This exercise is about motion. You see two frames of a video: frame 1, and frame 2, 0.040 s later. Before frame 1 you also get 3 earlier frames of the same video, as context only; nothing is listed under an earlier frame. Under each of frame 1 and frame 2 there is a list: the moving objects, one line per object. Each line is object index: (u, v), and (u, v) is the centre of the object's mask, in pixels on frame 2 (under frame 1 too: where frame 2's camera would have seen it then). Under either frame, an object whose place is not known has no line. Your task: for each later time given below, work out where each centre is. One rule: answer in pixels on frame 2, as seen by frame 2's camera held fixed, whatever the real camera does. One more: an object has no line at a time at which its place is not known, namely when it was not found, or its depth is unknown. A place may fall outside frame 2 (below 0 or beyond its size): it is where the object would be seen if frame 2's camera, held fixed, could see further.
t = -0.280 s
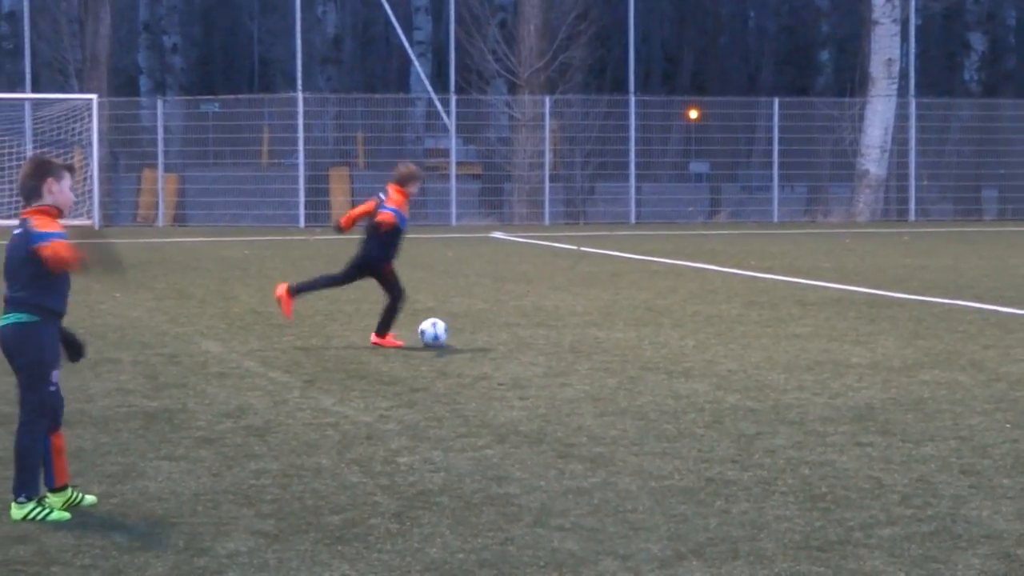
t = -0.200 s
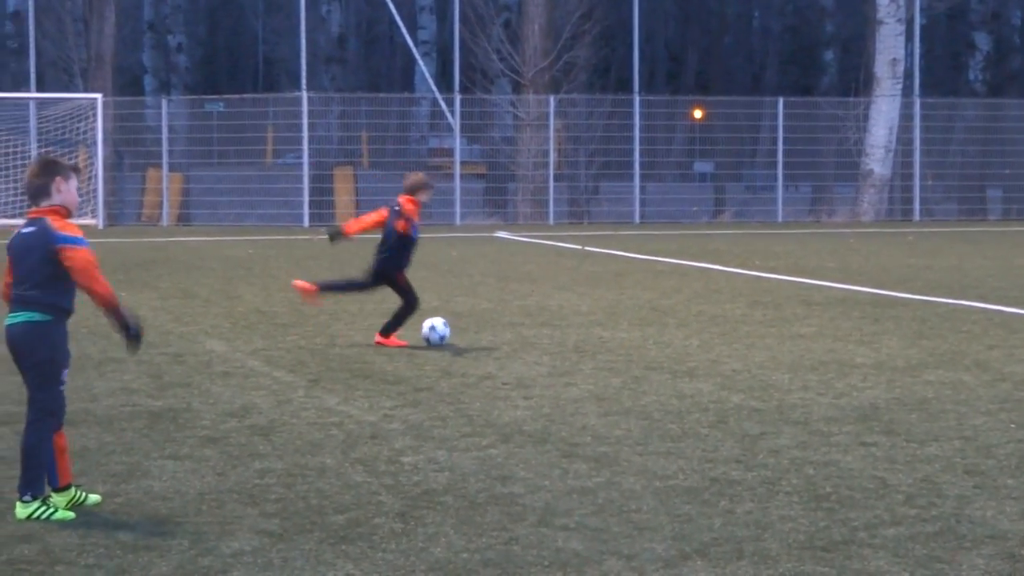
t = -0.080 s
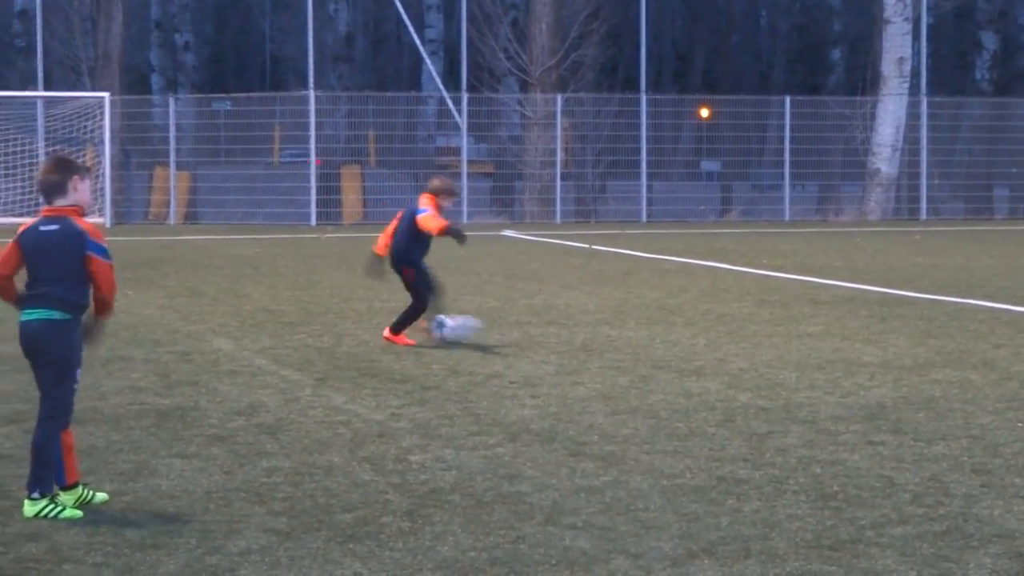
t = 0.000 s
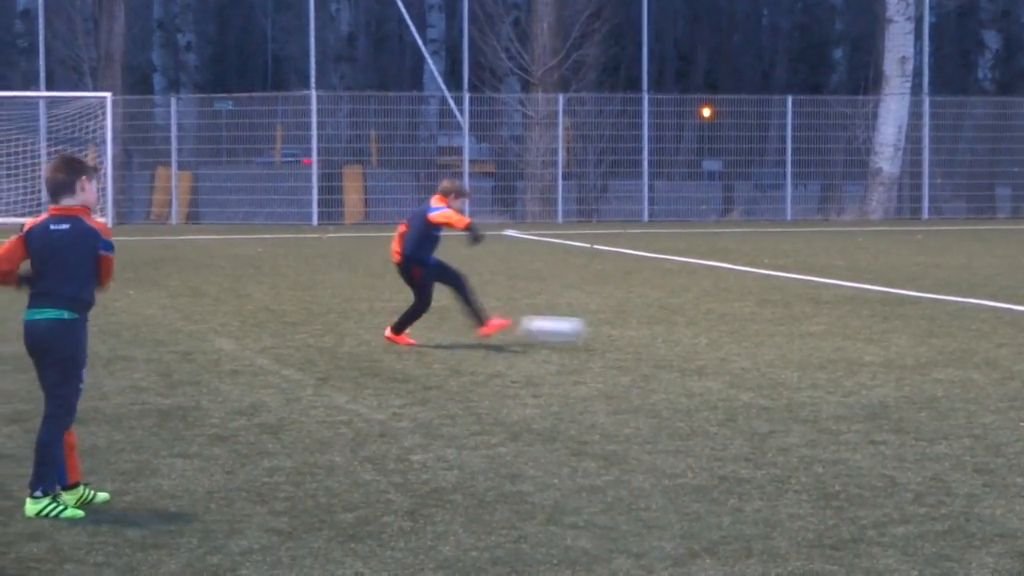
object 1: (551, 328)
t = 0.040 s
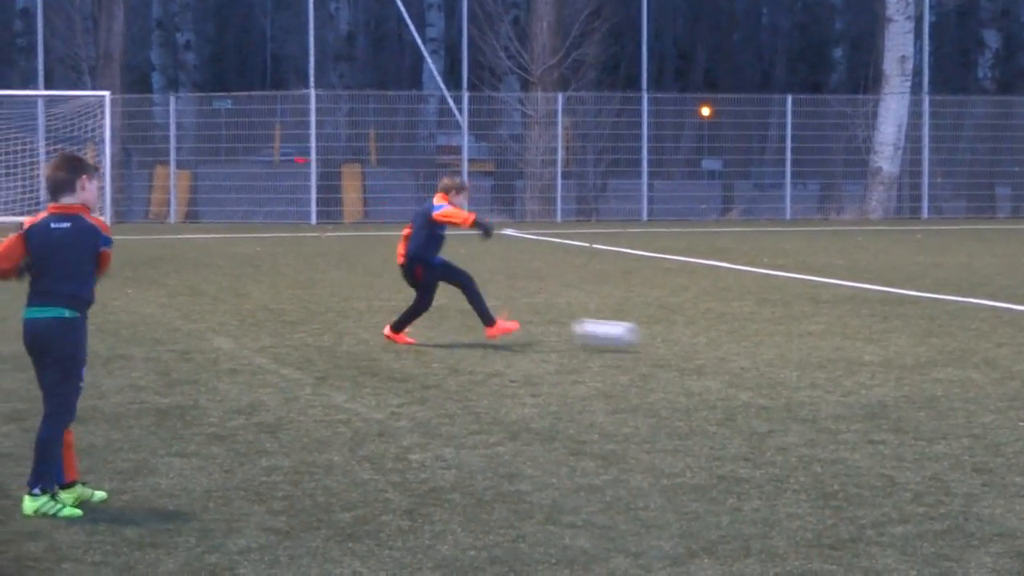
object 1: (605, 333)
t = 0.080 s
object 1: (658, 339)
